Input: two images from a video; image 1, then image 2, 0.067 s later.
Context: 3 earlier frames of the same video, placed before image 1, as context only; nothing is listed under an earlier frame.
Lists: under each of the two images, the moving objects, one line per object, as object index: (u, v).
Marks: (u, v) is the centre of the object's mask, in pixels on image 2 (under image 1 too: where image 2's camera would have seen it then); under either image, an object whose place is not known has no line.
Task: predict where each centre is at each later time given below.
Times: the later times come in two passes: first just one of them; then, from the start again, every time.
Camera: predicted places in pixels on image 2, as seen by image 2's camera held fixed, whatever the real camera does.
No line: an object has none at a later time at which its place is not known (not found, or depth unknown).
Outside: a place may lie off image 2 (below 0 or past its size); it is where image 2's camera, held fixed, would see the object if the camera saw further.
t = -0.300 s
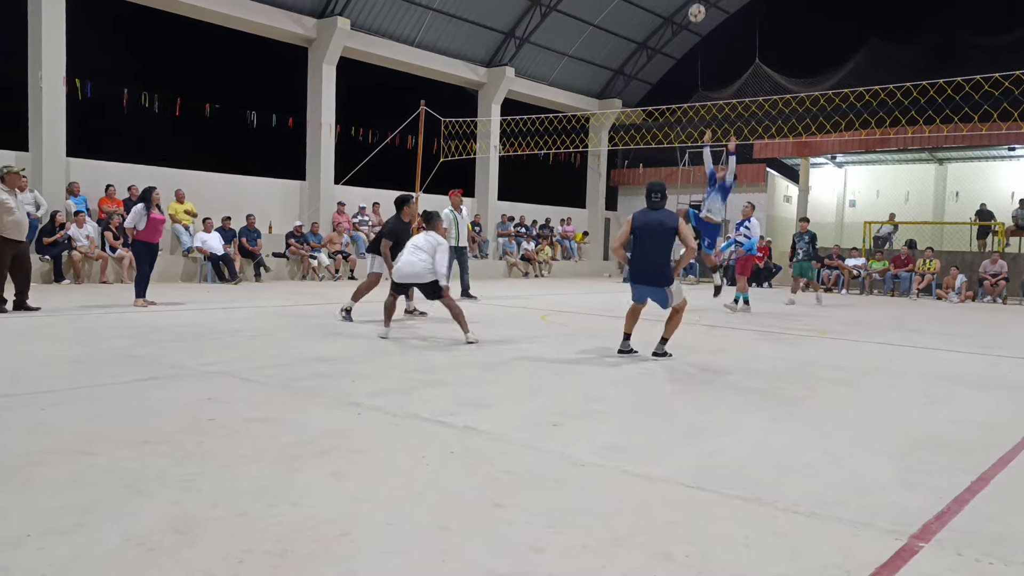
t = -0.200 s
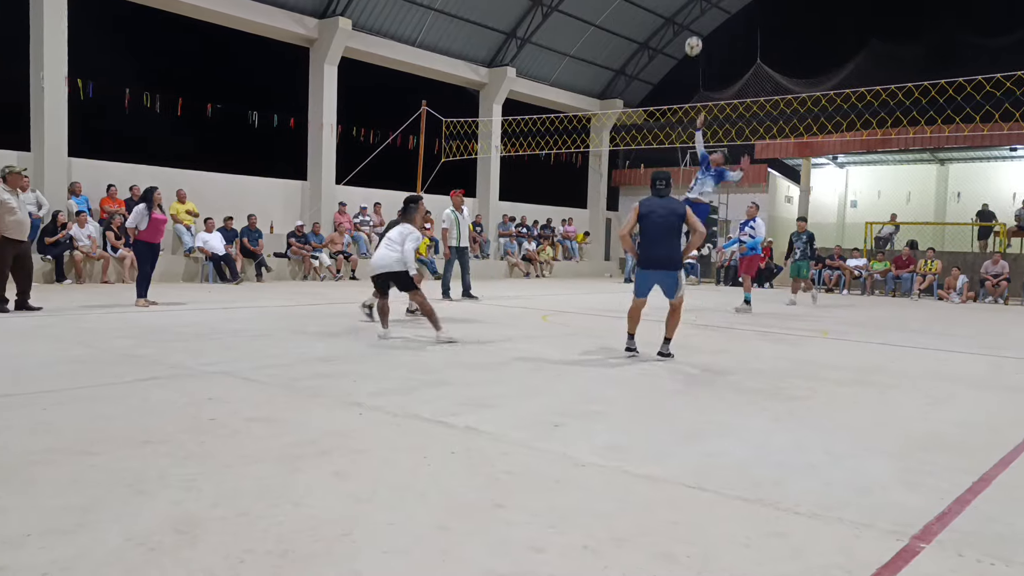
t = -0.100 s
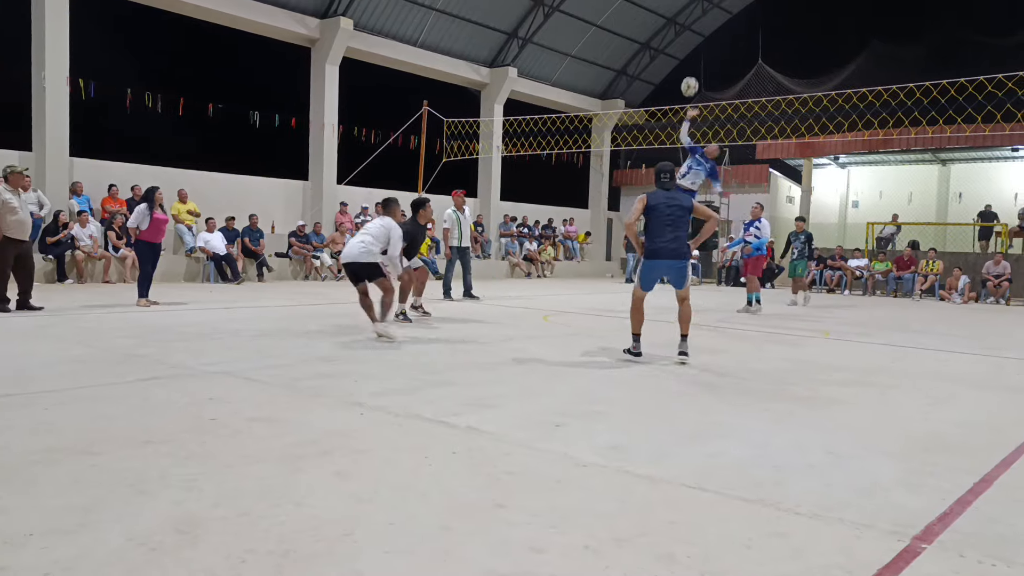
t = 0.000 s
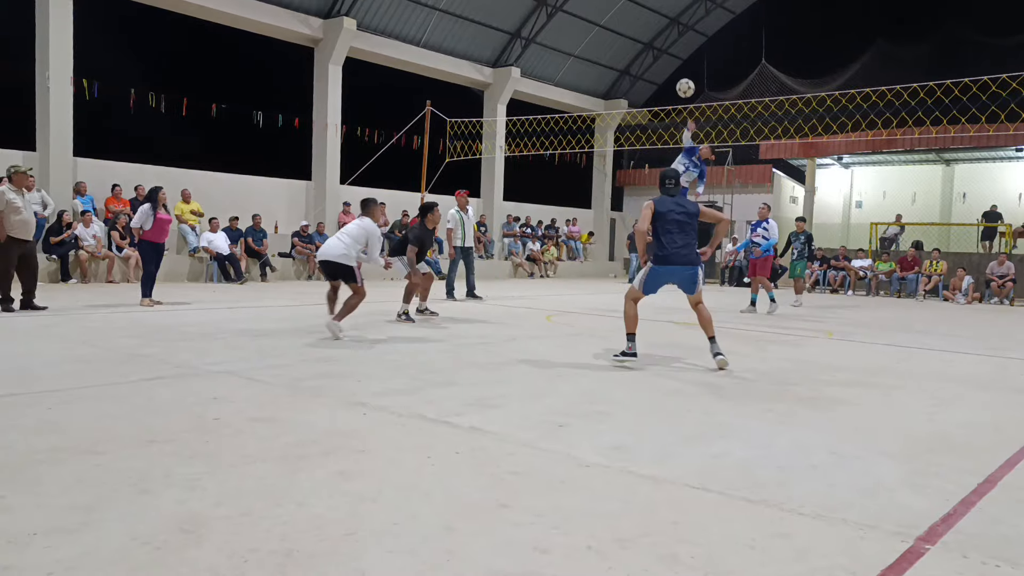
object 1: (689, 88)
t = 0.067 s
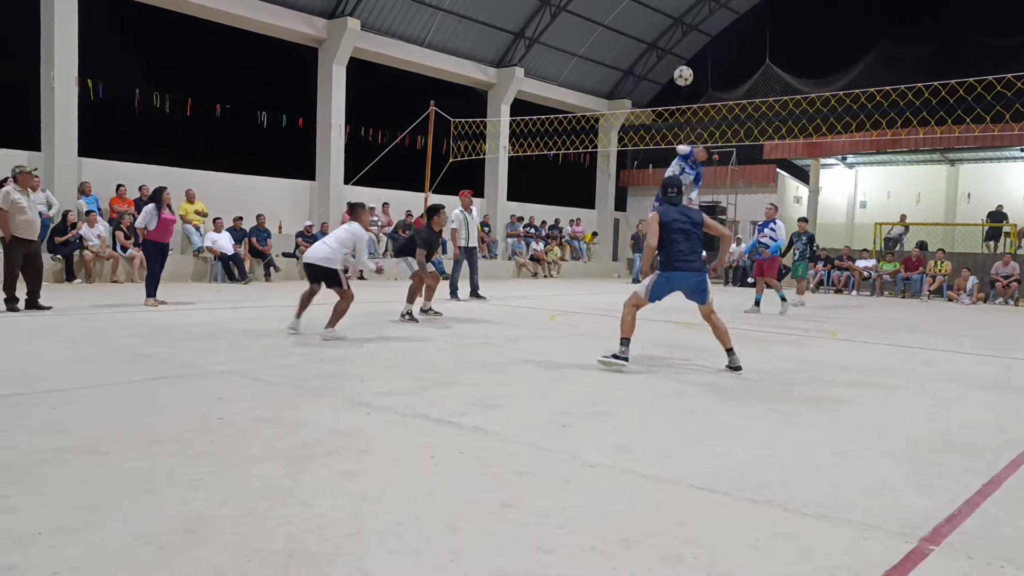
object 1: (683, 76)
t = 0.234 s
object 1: (663, 57)
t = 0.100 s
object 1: (680, 71)
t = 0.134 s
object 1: (676, 66)
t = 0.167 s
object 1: (672, 62)
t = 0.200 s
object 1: (668, 59)
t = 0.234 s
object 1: (663, 57)
